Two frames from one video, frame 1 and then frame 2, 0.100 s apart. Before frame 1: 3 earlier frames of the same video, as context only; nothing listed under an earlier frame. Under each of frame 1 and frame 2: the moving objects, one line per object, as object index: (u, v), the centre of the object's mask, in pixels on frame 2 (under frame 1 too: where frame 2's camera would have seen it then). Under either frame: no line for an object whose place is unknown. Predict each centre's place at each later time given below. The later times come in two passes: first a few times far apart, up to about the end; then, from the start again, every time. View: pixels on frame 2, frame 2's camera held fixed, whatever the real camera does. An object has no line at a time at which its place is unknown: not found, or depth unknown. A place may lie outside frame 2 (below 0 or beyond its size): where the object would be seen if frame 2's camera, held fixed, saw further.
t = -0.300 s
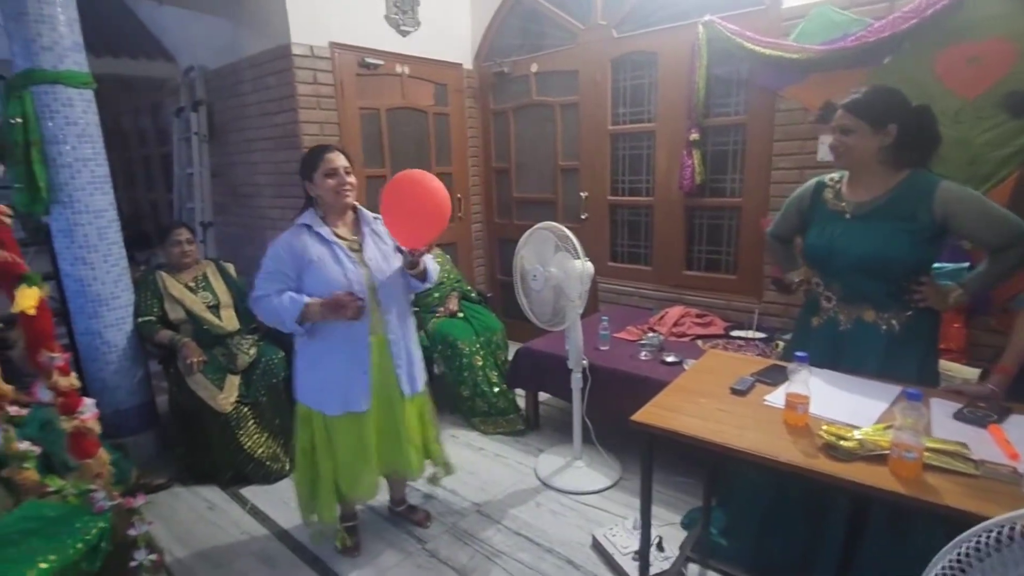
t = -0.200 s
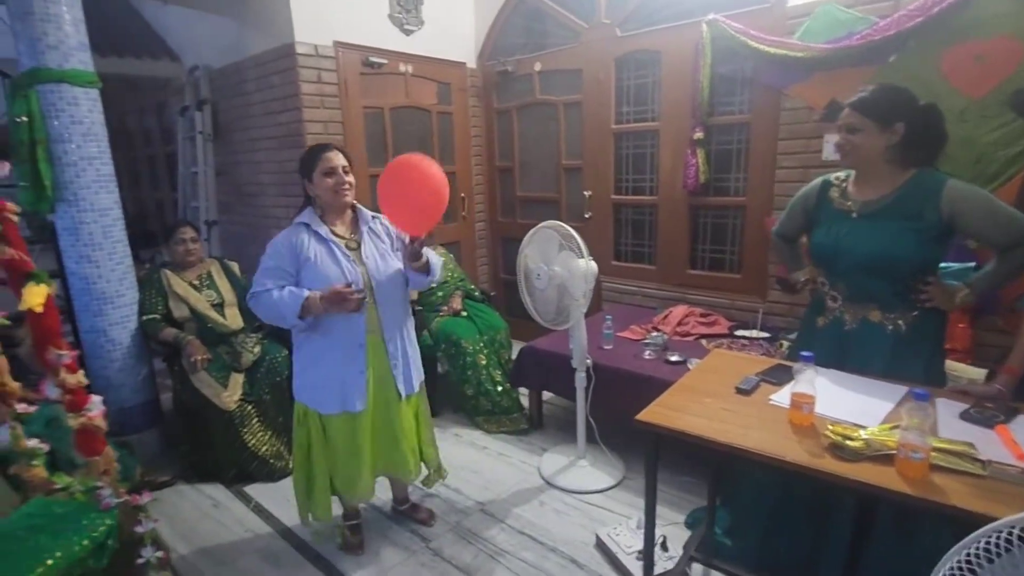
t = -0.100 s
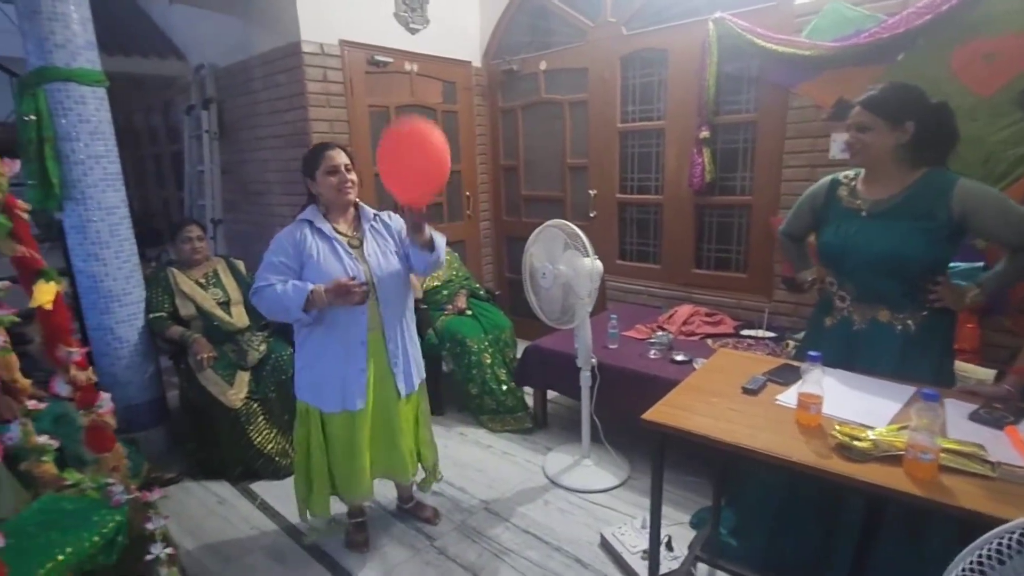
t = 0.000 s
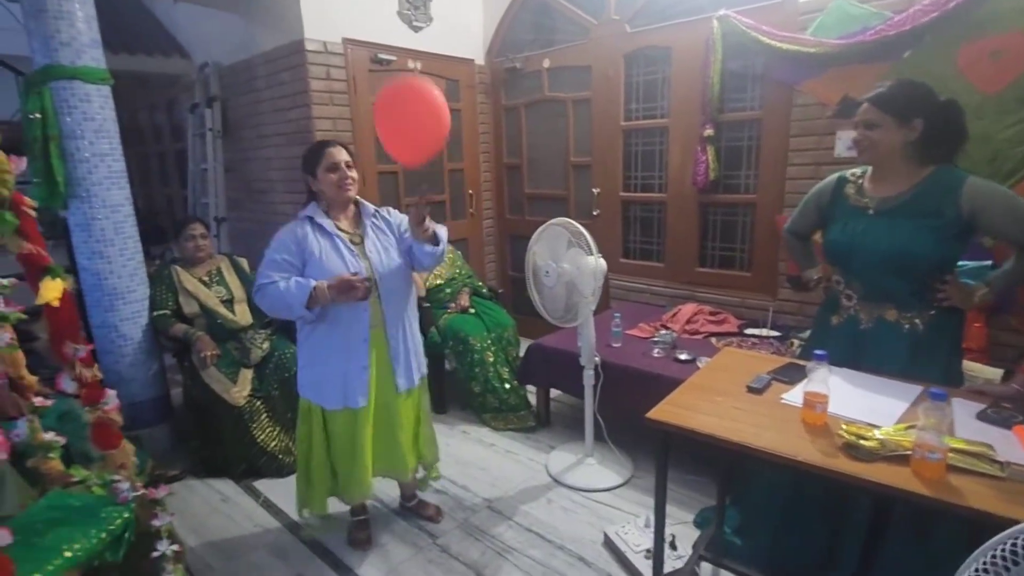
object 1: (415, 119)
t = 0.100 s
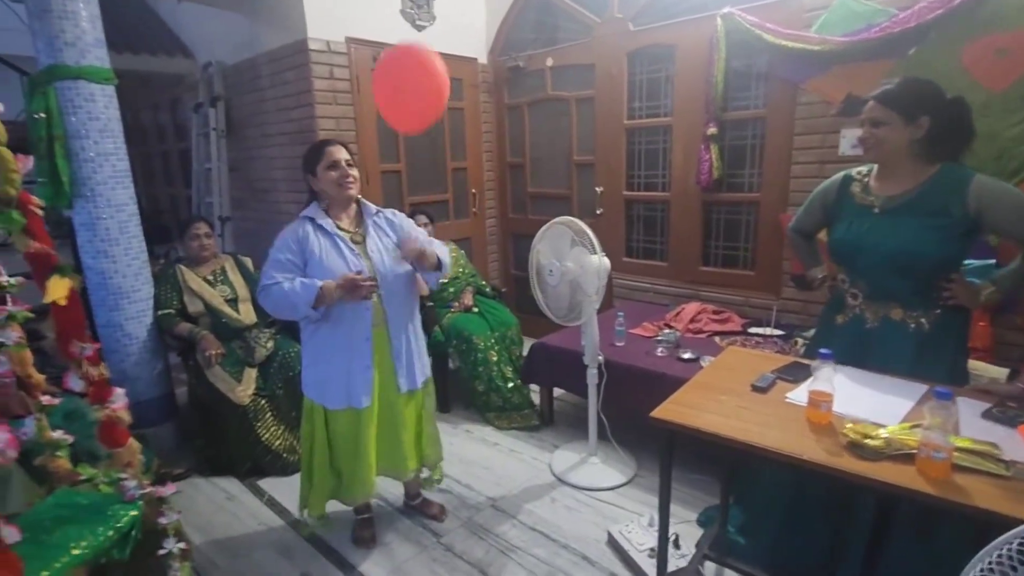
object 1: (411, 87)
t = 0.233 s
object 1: (408, 57)
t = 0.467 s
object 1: (406, 39)
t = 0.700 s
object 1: (409, 51)
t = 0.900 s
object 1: (412, 89)
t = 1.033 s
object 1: (414, 123)
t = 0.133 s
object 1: (409, 78)
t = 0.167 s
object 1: (409, 70)
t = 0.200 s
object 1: (408, 63)
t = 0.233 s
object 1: (408, 57)
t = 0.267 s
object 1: (407, 51)
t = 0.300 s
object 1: (407, 46)
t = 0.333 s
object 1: (406, 42)
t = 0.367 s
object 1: (406, 41)
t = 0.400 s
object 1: (406, 39)
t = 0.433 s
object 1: (406, 39)
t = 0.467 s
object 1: (406, 39)
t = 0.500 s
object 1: (406, 39)
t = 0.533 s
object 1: (407, 39)
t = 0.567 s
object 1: (407, 39)
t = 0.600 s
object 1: (407, 40)
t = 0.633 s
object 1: (408, 43)
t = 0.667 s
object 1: (408, 46)
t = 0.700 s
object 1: (409, 51)
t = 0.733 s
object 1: (409, 55)
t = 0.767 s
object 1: (410, 61)
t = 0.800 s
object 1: (410, 68)
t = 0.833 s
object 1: (411, 74)
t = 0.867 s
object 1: (411, 81)
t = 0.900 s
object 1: (412, 89)
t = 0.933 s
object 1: (412, 96)
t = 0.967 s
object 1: (413, 103)
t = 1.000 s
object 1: (413, 113)
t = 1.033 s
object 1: (414, 123)
